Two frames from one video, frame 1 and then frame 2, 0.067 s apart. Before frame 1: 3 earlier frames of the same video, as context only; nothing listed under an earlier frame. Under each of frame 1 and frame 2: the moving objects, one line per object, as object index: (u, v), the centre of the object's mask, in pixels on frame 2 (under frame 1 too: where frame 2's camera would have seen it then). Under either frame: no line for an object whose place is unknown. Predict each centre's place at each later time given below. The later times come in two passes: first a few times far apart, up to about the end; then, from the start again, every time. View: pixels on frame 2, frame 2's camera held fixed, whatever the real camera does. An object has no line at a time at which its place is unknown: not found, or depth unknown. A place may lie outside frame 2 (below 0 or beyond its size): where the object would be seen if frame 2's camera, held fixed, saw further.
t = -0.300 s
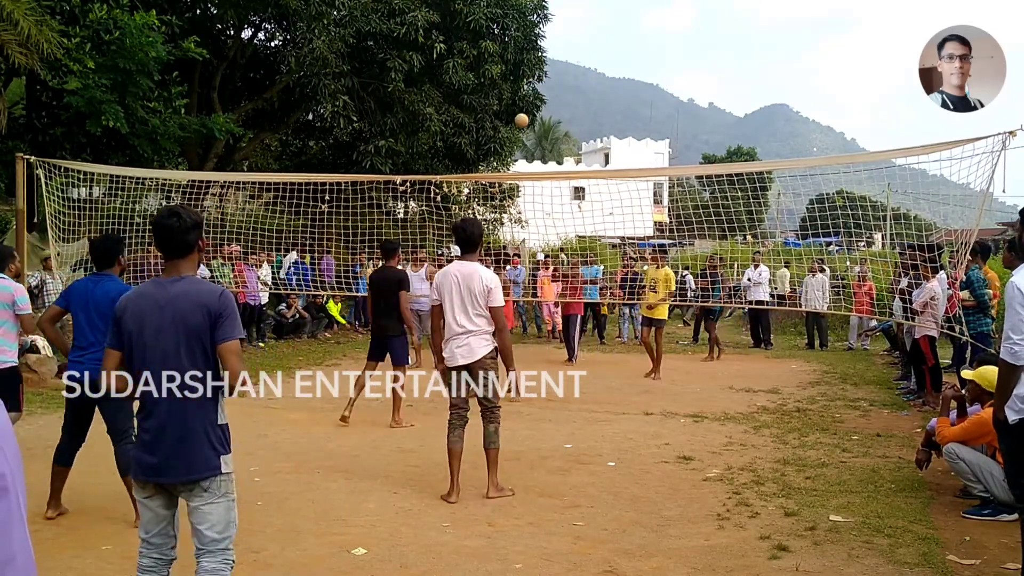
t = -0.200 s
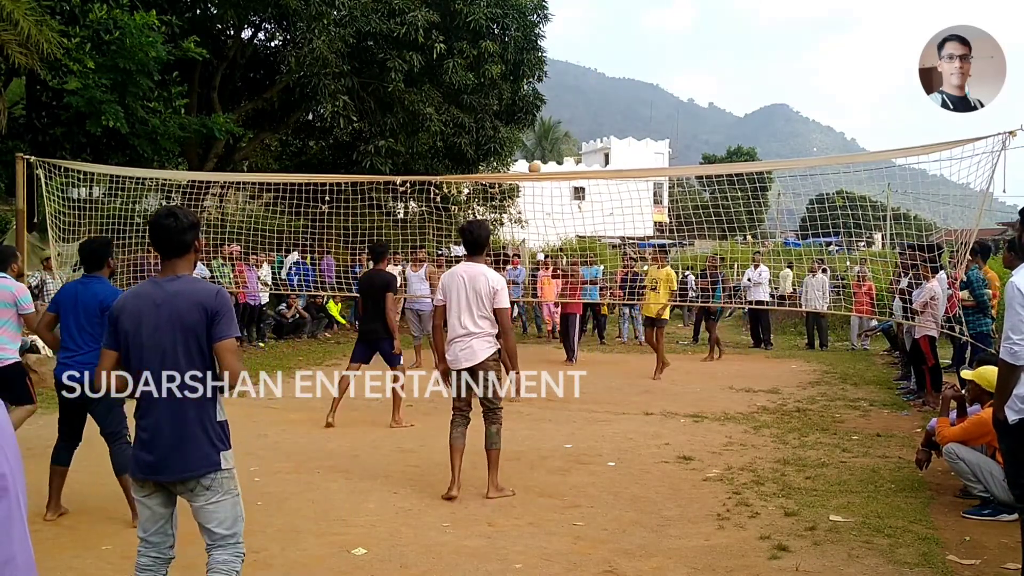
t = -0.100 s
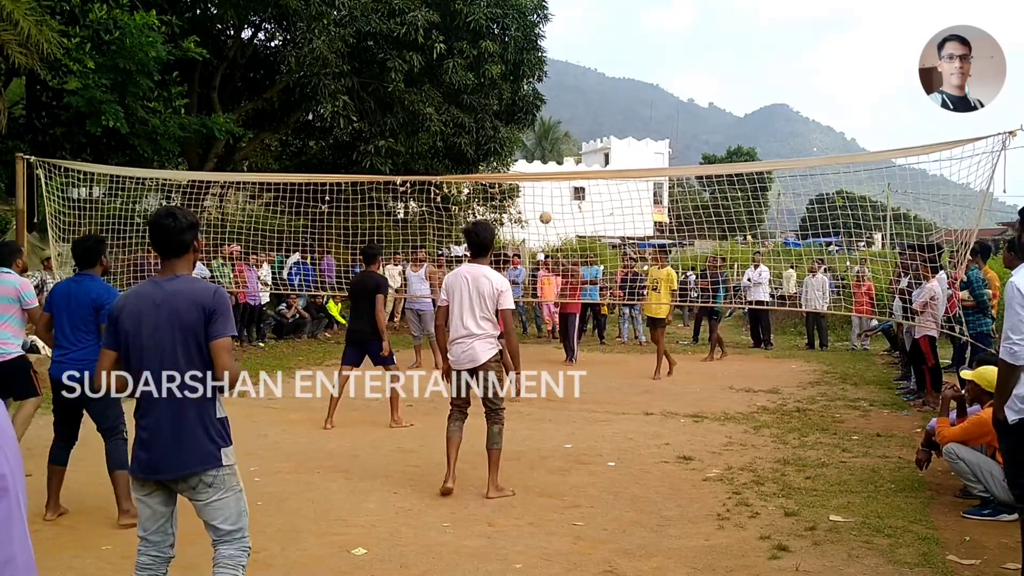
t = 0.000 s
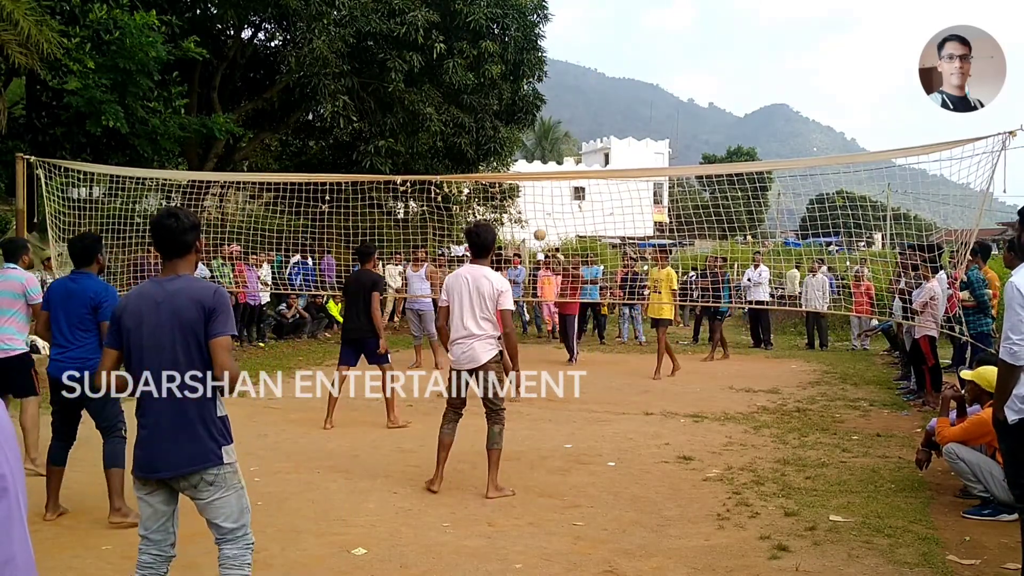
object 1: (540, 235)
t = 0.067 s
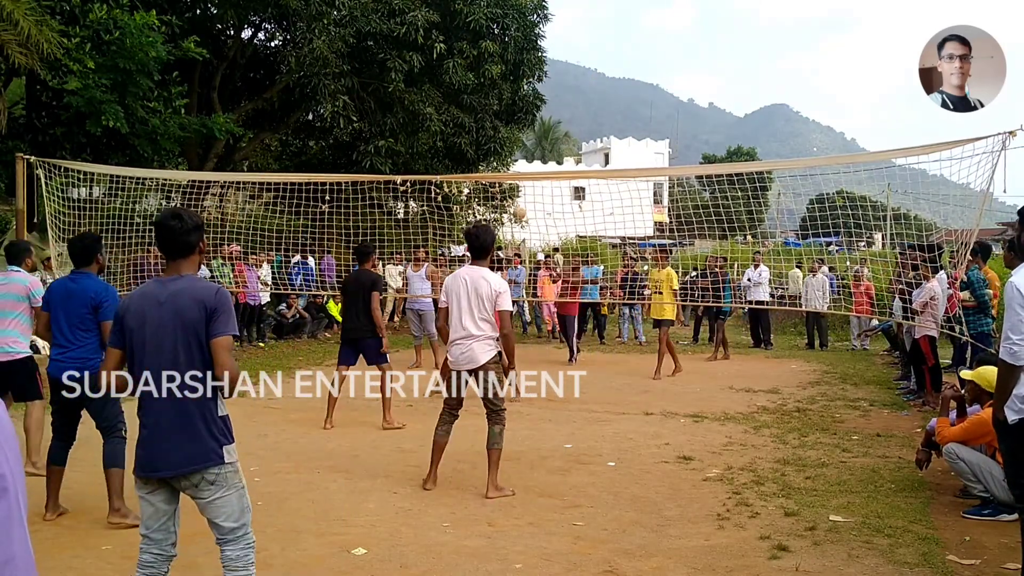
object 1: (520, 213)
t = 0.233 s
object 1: (456, 167)
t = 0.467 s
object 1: (330, 129)
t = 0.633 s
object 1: (199, 137)
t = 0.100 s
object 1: (508, 202)
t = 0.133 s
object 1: (497, 193)
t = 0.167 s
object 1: (484, 183)
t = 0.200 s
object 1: (471, 171)
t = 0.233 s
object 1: (456, 167)
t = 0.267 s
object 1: (441, 159)
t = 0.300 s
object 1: (425, 152)
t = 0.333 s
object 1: (409, 145)
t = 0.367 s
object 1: (391, 139)
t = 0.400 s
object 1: (372, 135)
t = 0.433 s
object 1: (351, 131)
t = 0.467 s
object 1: (330, 129)
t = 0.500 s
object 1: (307, 128)
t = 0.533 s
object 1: (283, 127)
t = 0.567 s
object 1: (257, 129)
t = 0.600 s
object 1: (229, 132)
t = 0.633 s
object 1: (199, 137)
